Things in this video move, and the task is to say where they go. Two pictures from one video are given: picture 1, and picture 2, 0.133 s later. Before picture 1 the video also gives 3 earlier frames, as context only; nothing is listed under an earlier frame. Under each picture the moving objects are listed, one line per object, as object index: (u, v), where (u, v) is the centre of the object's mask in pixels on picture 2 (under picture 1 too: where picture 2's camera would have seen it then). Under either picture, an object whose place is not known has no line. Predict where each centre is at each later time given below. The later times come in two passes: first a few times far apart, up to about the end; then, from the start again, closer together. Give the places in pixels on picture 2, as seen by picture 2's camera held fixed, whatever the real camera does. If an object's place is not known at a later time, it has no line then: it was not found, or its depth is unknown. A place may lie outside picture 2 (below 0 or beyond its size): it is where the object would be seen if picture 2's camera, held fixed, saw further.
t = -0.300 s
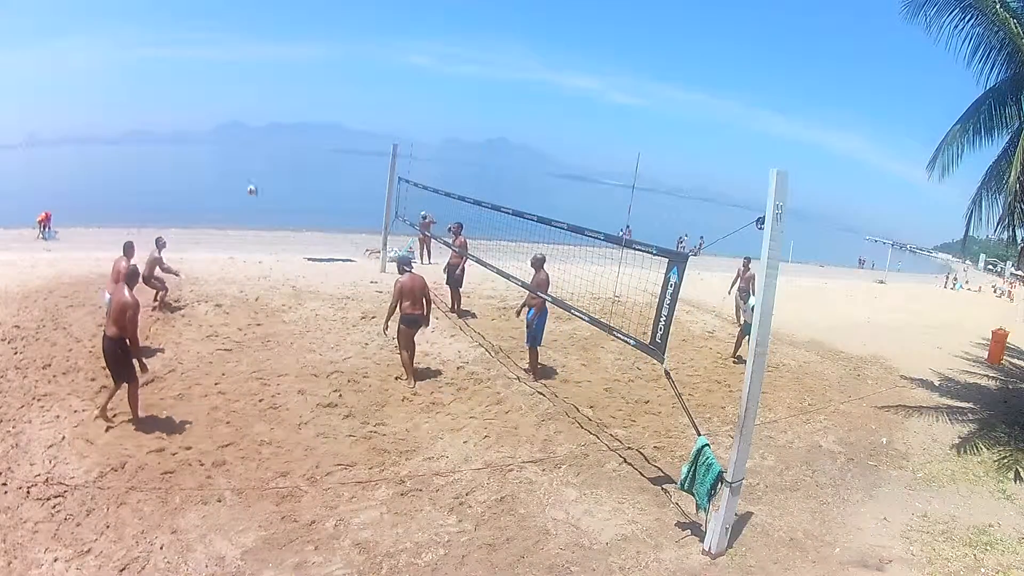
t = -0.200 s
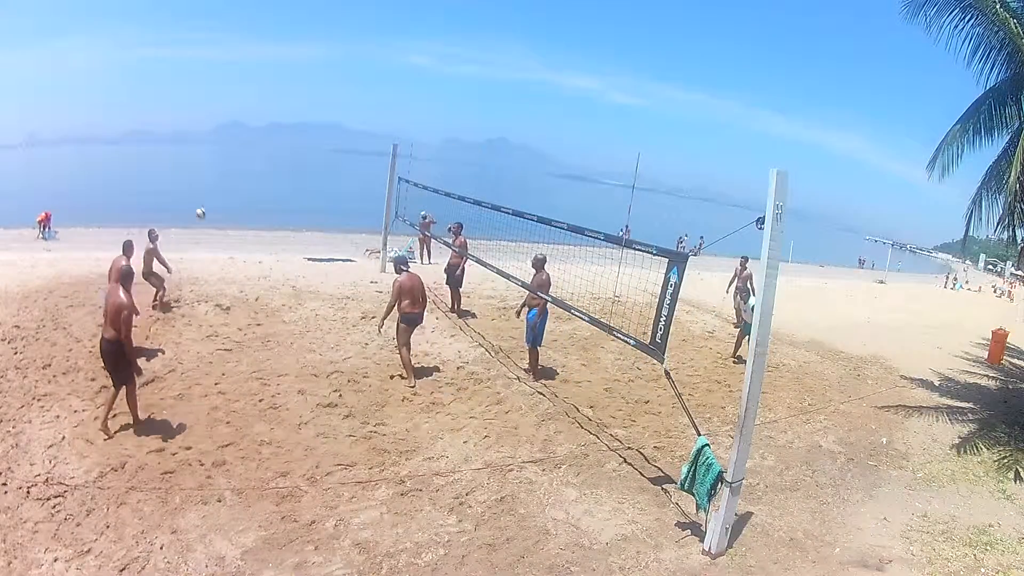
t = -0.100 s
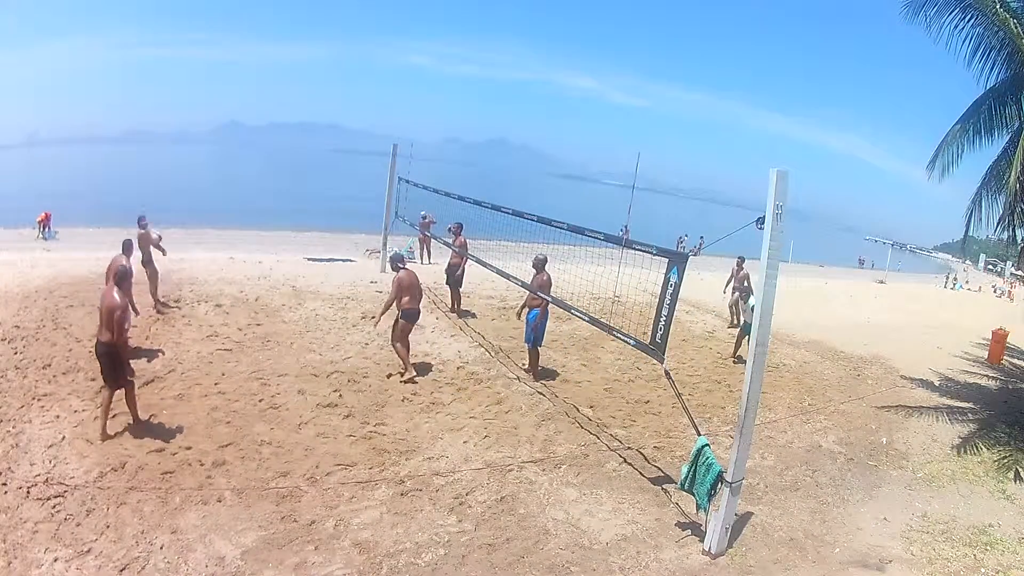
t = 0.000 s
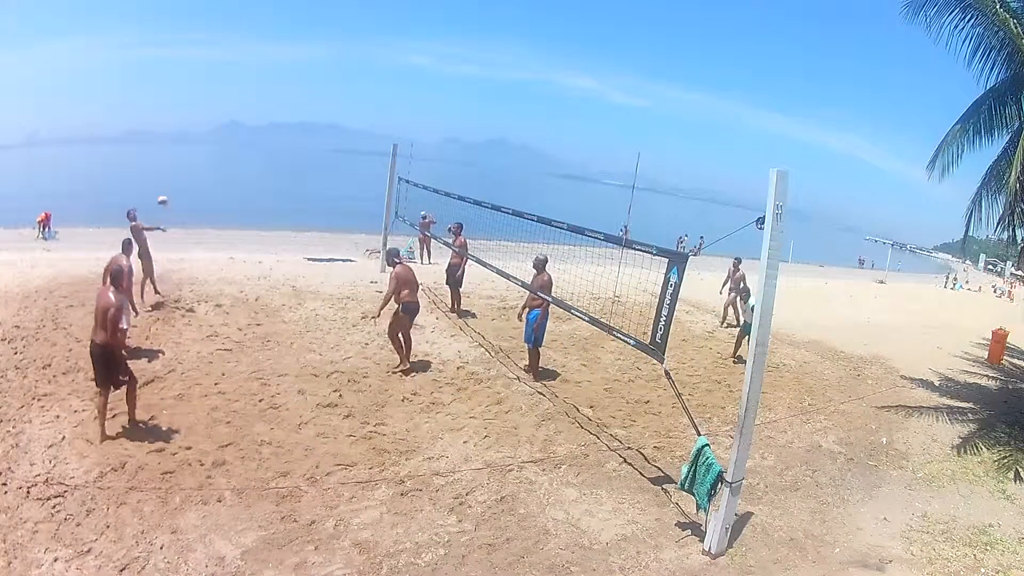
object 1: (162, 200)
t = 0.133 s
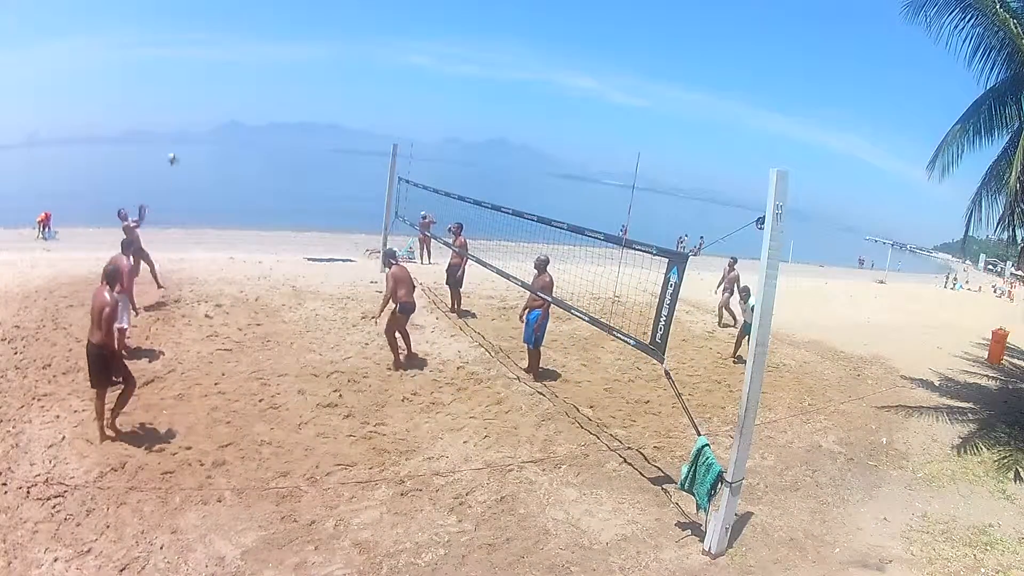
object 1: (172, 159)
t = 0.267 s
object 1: (184, 126)
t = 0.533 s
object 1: (204, 89)
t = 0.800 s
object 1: (220, 92)
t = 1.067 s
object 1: (232, 146)
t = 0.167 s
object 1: (176, 149)
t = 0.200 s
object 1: (177, 141)
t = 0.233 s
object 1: (181, 134)
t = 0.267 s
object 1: (184, 126)
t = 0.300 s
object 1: (186, 119)
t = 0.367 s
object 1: (191, 107)
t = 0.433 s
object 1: (196, 97)
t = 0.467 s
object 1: (198, 94)
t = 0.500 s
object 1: (201, 91)
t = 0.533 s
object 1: (204, 89)
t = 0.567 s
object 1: (206, 85)
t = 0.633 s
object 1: (211, 84)
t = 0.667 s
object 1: (212, 85)
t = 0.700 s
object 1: (215, 85)
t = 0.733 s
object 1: (217, 87)
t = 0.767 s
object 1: (218, 89)
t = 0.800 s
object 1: (220, 92)
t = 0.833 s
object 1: (222, 96)
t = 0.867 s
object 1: (224, 101)
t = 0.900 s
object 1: (226, 106)
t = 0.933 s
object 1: (227, 113)
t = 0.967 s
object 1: (228, 119)
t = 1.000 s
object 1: (230, 128)
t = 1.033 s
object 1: (231, 136)
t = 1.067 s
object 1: (232, 146)
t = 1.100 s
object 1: (235, 157)
